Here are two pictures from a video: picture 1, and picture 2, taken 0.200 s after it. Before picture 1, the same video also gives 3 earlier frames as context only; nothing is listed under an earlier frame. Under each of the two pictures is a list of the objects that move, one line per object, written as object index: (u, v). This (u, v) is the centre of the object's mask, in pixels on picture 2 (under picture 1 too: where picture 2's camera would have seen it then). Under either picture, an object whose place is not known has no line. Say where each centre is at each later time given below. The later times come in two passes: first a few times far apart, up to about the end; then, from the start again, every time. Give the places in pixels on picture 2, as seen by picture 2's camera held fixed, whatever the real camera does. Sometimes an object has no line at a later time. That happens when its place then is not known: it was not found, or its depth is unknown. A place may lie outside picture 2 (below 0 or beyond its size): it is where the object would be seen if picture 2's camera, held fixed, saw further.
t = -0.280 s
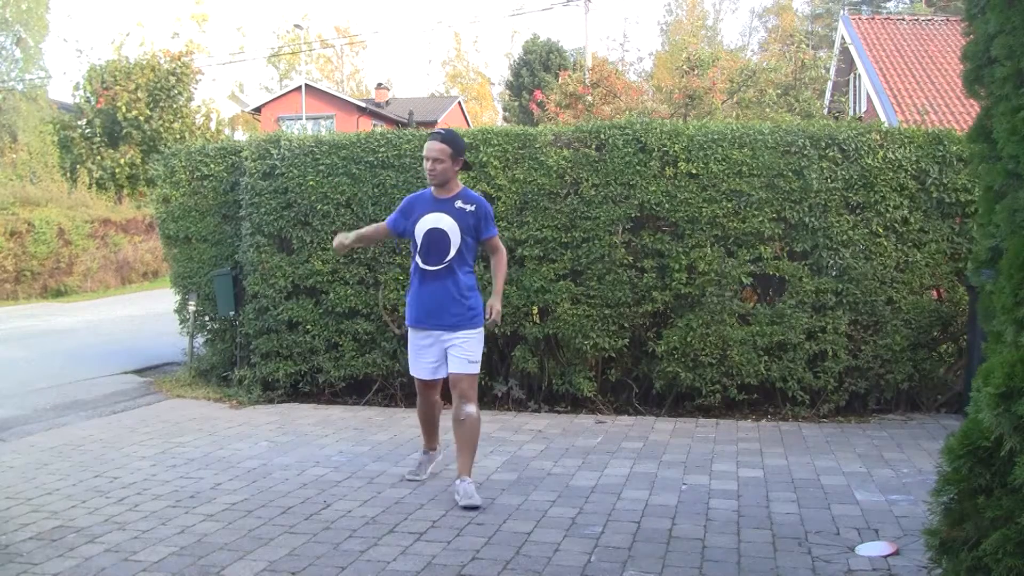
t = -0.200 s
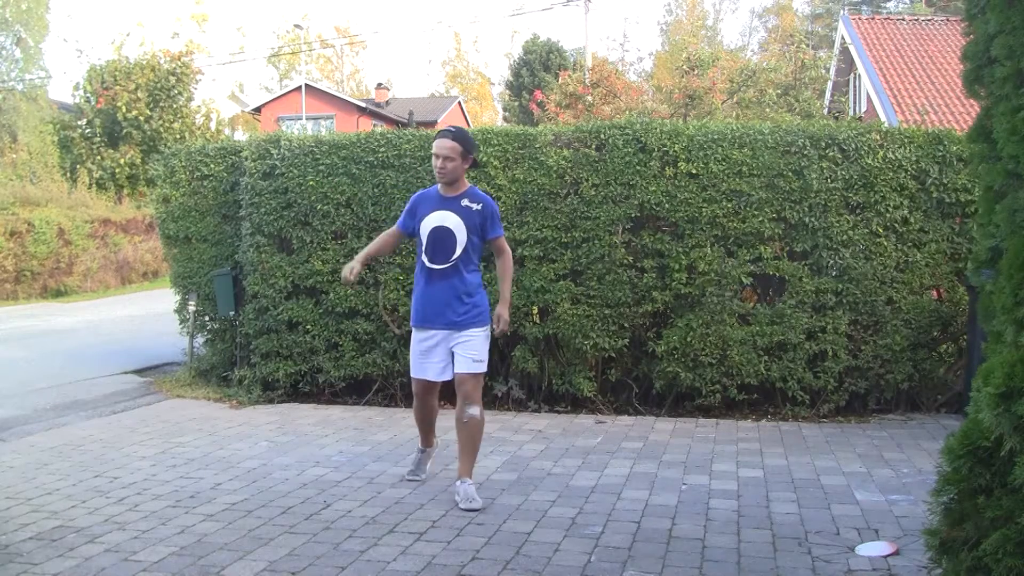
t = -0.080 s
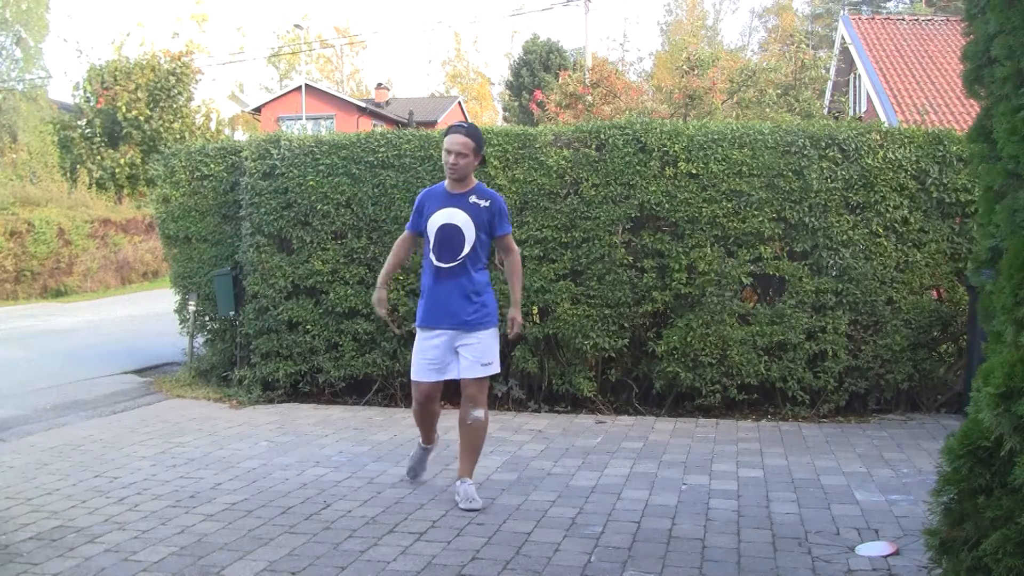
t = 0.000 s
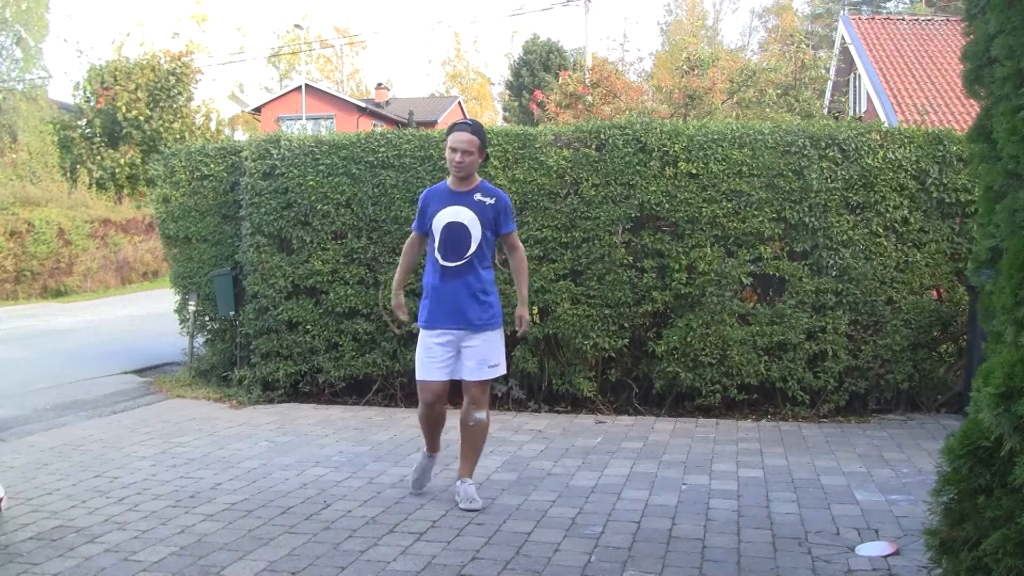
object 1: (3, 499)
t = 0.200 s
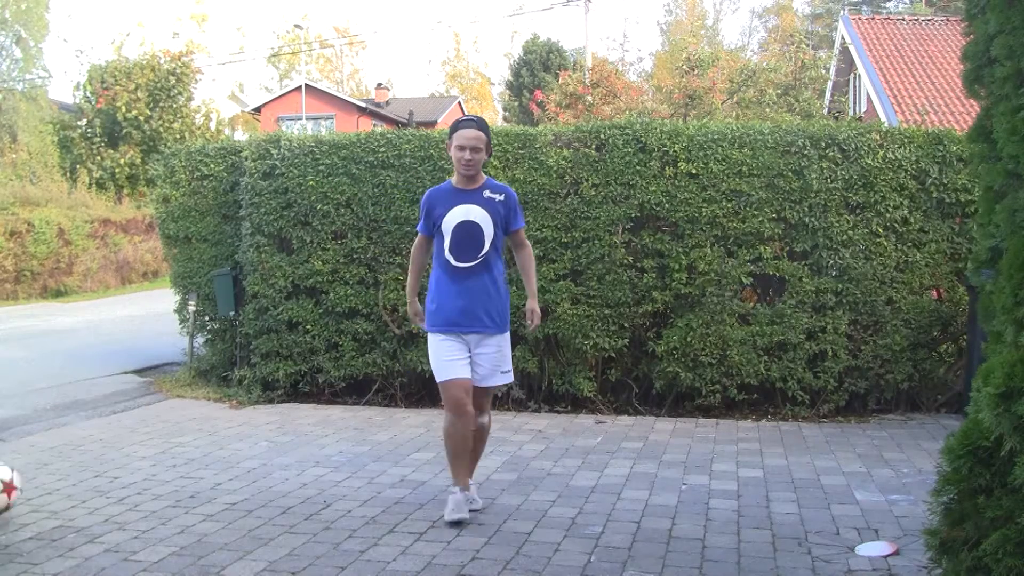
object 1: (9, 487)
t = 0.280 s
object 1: (12, 507)
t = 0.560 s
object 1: (24, 503)
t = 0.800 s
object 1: (39, 511)
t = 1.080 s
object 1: (54, 518)
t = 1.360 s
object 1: (67, 522)
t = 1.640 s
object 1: (77, 528)
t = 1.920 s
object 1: (85, 533)
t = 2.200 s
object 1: (88, 538)
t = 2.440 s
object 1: (85, 543)
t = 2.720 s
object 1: (76, 547)
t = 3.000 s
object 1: (61, 550)
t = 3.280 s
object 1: (36, 553)
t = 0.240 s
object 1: (11, 496)
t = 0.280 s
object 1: (12, 507)
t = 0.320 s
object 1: (14, 501)
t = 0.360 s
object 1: (16, 495)
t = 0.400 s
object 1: (17, 495)
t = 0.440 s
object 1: (19, 498)
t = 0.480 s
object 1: (21, 505)
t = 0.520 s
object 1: (22, 510)
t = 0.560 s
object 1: (24, 503)
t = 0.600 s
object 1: (26, 503)
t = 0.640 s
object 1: (28, 505)
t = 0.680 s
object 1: (31, 512)
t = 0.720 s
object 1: (33, 510)
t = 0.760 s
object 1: (36, 508)
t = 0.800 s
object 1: (39, 511)
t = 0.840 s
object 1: (41, 514)
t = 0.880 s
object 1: (42, 513)
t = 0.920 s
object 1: (44, 514)
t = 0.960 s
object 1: (47, 515)
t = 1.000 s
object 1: (50, 516)
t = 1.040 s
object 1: (52, 517)
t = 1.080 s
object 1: (54, 518)
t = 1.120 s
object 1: (57, 518)
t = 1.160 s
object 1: (59, 518)
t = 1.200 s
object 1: (61, 519)
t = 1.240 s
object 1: (63, 520)
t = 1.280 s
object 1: (65, 521)
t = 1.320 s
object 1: (66, 521)
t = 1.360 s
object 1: (67, 522)
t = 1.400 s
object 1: (69, 522)
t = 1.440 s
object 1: (70, 523)
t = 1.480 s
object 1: (72, 524)
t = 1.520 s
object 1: (74, 525)
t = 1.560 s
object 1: (75, 526)
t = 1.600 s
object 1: (76, 527)
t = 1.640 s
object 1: (77, 528)
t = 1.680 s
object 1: (78, 528)
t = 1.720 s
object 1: (79, 529)
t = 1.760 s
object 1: (80, 529)
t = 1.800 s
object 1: (81, 530)
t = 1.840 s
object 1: (82, 531)
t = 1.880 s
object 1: (83, 532)
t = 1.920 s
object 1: (85, 533)
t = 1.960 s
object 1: (86, 534)
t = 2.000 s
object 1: (87, 534)
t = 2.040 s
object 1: (88, 534)
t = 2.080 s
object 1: (88, 536)
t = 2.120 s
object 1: (88, 537)
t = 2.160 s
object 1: (88, 537)
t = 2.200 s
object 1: (88, 538)
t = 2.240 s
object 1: (88, 537)
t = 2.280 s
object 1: (88, 539)
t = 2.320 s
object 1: (88, 540)
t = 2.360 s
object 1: (87, 541)
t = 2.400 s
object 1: (86, 542)
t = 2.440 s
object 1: (85, 543)
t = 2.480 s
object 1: (84, 543)
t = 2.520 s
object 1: (83, 544)
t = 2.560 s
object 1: (82, 544)
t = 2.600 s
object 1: (81, 545)
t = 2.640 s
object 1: (80, 546)
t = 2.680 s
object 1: (78, 546)
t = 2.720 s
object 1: (76, 547)
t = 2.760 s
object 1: (74, 548)
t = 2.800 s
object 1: (72, 548)
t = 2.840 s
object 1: (70, 548)
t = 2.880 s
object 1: (68, 549)
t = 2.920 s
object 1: (66, 549)
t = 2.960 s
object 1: (63, 550)
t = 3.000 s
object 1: (61, 550)
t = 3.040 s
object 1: (57, 551)
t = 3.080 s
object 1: (55, 551)
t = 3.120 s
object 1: (51, 552)
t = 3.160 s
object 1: (47, 552)
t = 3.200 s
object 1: (44, 553)
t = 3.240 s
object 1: (39, 553)
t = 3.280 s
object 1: (36, 553)
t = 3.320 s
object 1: (33, 554)
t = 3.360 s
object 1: (30, 554)
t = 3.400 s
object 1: (28, 555)
